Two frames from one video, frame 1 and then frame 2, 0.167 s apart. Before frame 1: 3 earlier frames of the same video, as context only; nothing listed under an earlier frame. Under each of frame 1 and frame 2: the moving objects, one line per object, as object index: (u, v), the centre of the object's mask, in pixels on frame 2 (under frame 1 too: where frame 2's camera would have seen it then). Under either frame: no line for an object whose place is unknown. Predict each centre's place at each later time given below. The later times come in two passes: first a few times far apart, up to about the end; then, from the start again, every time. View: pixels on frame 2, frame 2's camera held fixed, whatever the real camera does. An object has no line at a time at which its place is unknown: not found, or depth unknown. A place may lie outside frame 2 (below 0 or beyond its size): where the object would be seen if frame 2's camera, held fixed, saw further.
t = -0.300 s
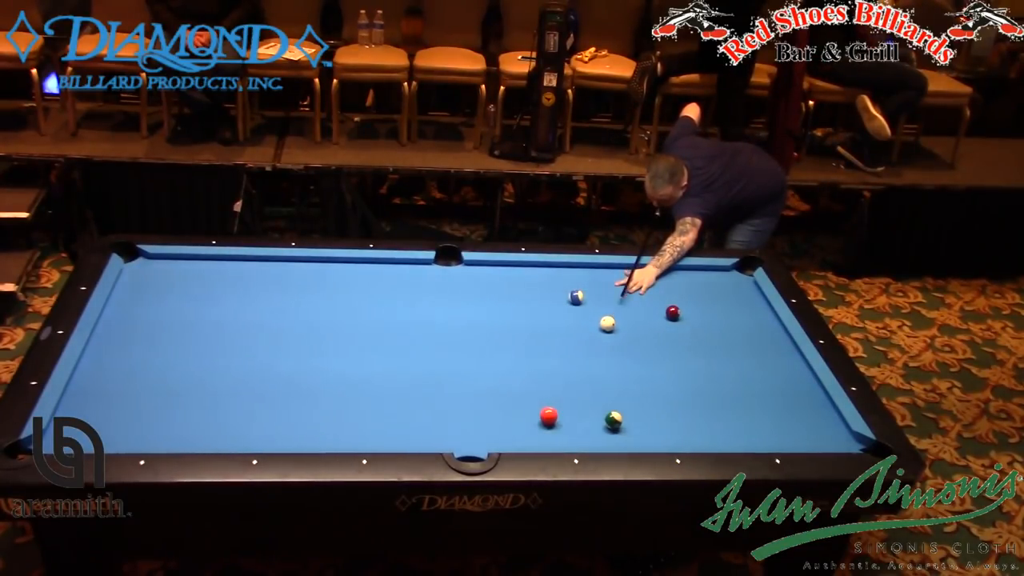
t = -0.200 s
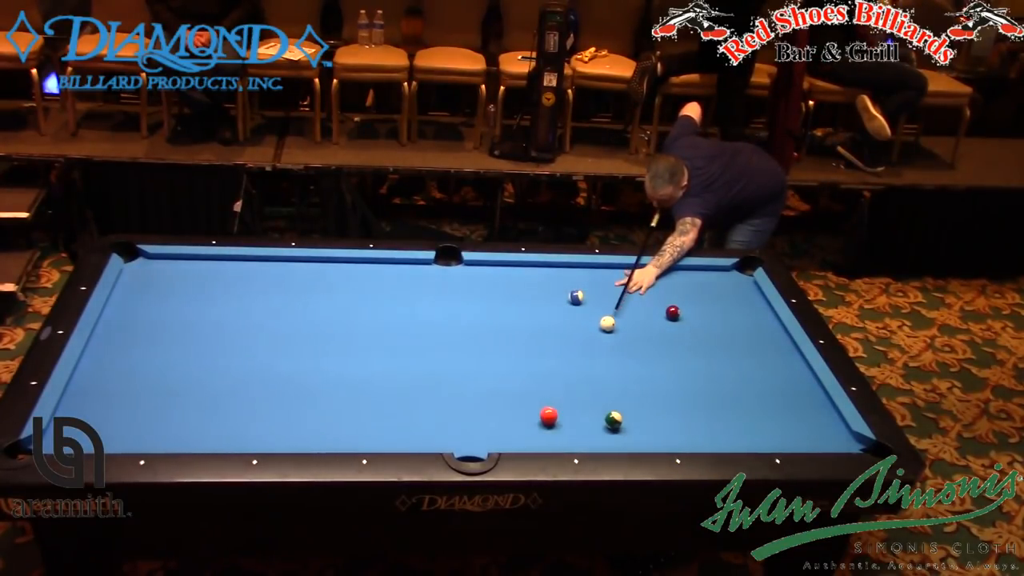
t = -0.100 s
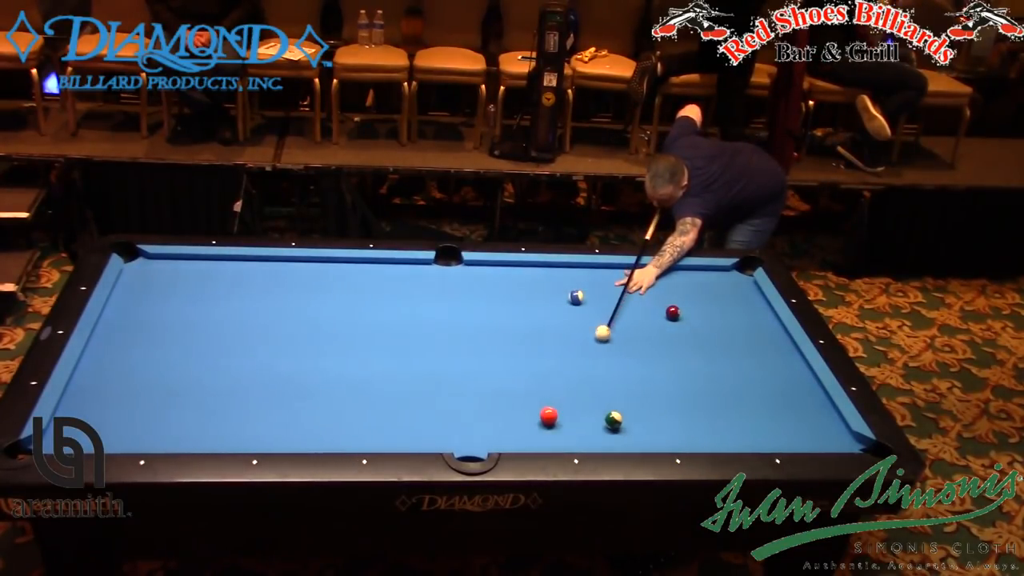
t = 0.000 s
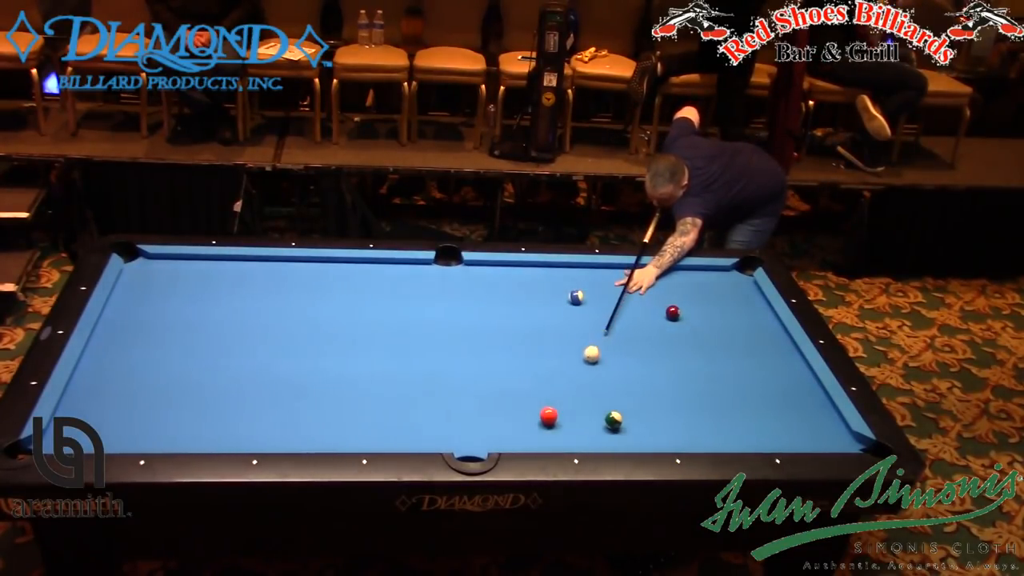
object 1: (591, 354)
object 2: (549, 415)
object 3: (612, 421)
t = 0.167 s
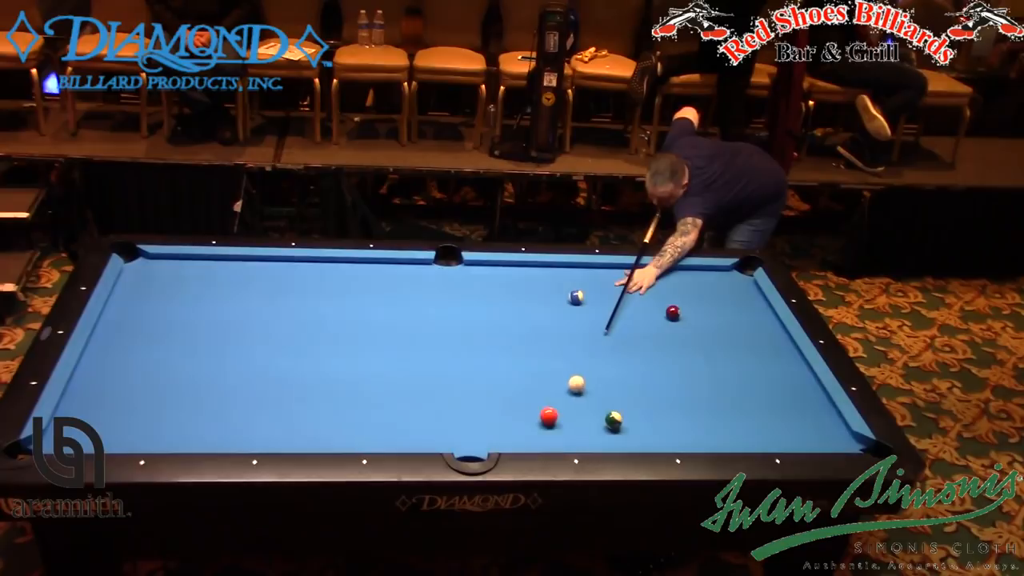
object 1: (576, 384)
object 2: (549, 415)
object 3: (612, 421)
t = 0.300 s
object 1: (566, 405)
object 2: (549, 415)
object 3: (612, 421)
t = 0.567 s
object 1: (580, 435)
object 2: (517, 426)
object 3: (612, 421)
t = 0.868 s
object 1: (594, 424)
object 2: (480, 438)
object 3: (612, 421)
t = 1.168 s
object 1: (593, 407)
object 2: (466, 446)
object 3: (621, 419)
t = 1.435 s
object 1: (592, 394)
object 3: (629, 419)
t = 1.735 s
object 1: (589, 381)
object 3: (634, 419)
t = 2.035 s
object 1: (588, 369)
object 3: (638, 418)
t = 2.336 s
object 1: (586, 359)
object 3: (639, 418)
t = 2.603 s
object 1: (585, 351)
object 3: (640, 418)
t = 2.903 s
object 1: (585, 343)
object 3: (640, 418)
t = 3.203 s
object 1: (584, 337)
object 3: (640, 418)
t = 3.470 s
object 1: (583, 332)
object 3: (640, 418)
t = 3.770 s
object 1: (582, 327)
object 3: (640, 418)
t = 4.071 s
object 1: (582, 323)
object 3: (640, 418)
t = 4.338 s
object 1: (582, 320)
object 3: (640, 418)
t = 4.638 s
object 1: (582, 318)
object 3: (640, 418)
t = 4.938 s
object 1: (581, 316)
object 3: (640, 418)
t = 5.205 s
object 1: (581, 315)
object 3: (640, 418)
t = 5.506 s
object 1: (581, 315)
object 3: (640, 418)
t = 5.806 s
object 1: (581, 315)
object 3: (640, 418)
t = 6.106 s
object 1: (581, 315)
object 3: (640, 418)
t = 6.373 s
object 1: (581, 315)
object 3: (640, 418)
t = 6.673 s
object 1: (581, 315)
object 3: (640, 418)
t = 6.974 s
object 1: (581, 315)
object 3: (640, 418)
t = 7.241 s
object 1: (581, 315)
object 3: (640, 418)
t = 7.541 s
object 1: (581, 315)
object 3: (640, 418)
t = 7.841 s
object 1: (581, 315)
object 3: (640, 418)
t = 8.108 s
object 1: (581, 315)
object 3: (640, 418)
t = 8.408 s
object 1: (581, 315)
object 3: (640, 418)
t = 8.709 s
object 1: (581, 315)
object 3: (640, 418)
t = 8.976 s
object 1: (581, 315)
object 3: (640, 418)
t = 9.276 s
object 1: (581, 315)
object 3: (640, 418)
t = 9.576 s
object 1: (581, 315)
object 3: (640, 418)
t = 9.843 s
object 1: (581, 315)
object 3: (640, 418)
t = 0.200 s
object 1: (573, 390)
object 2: (549, 415)
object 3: (612, 421)
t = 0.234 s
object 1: (571, 394)
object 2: (549, 415)
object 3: (612, 421)
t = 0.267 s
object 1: (569, 400)
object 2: (549, 415)
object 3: (612, 421)
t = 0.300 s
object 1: (566, 405)
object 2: (549, 415)
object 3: (612, 421)
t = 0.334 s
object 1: (564, 410)
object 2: (548, 416)
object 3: (612, 421)
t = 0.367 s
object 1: (565, 414)
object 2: (544, 417)
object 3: (612, 421)
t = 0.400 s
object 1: (568, 418)
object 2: (538, 419)
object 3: (612, 421)
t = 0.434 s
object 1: (571, 421)
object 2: (534, 420)
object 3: (612, 421)
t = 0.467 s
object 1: (573, 425)
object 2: (529, 422)
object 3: (612, 421)
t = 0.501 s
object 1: (575, 429)
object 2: (525, 423)
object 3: (612, 421)
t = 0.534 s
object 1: (577, 433)
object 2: (521, 424)
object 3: (612, 421)
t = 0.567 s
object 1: (580, 435)
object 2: (517, 426)
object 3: (612, 421)
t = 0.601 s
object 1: (582, 437)
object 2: (512, 427)
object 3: (612, 421)
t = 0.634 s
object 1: (584, 437)
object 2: (508, 429)
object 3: (612, 421)
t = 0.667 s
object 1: (585, 435)
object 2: (504, 430)
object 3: (612, 421)
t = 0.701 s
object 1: (587, 434)
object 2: (500, 431)
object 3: (612, 421)
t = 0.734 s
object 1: (588, 432)
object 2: (497, 432)
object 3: (612, 421)
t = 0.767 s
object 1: (590, 430)
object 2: (492, 434)
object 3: (612, 421)
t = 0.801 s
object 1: (591, 428)
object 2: (488, 435)
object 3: (612, 421)
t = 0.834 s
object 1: (593, 426)
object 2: (484, 436)
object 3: (612, 421)
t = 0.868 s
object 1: (594, 424)
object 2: (480, 438)
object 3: (612, 421)
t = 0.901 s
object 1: (596, 421)
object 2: (476, 440)
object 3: (612, 421)
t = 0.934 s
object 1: (596, 420)
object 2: (472, 441)
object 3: (613, 421)
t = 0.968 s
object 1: (596, 417)
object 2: (468, 443)
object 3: (614, 421)
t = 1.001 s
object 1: (595, 416)
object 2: (464, 444)
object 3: (615, 421)
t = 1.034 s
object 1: (595, 414)
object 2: (460, 445)
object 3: (617, 420)
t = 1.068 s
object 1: (595, 412)
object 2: (459, 445)
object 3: (618, 420)
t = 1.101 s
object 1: (594, 410)
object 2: (462, 446)
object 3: (619, 419)
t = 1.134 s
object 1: (594, 409)
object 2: (464, 446)
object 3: (620, 419)
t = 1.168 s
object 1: (593, 407)
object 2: (466, 446)
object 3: (621, 419)
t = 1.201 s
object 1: (593, 405)
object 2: (468, 447)
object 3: (622, 419)
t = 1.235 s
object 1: (593, 404)
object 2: (471, 448)
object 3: (623, 419)
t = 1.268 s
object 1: (592, 402)
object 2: (473, 448)
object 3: (624, 419)
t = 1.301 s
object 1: (592, 400)
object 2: (474, 450)
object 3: (625, 419)
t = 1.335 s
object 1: (592, 399)
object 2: (476, 454)
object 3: (626, 419)
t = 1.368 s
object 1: (592, 397)
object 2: (477, 458)
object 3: (627, 419)
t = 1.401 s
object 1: (592, 396)
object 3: (628, 419)
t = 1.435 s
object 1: (592, 394)
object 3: (629, 419)
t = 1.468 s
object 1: (591, 392)
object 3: (630, 419)
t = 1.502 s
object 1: (591, 391)
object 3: (630, 419)
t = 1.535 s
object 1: (590, 389)
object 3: (631, 419)
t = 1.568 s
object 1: (590, 388)
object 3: (632, 420)
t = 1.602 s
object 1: (590, 386)
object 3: (632, 420)
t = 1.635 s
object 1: (590, 385)
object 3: (633, 419)
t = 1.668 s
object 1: (590, 384)
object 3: (633, 419)
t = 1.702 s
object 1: (590, 382)
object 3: (634, 419)
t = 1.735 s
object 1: (589, 381)
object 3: (634, 419)
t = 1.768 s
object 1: (589, 379)
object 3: (635, 419)
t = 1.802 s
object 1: (589, 378)
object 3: (635, 419)
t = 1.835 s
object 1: (589, 377)
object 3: (635, 419)
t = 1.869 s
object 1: (588, 375)
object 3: (636, 419)
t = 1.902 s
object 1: (588, 374)
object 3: (636, 419)
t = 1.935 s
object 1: (588, 373)
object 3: (637, 419)
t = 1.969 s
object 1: (588, 372)
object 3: (637, 419)
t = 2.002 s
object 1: (588, 370)
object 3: (637, 419)
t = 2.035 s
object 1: (588, 369)
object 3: (638, 418)
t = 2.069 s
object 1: (588, 368)
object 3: (638, 419)
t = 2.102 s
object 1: (587, 367)
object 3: (638, 418)
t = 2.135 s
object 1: (587, 366)
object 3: (638, 418)
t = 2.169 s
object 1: (587, 365)
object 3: (639, 418)
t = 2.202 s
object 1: (587, 363)
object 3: (639, 418)
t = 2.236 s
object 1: (587, 362)
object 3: (639, 418)
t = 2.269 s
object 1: (587, 361)
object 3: (639, 418)
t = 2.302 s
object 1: (587, 360)
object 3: (639, 418)
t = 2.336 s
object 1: (586, 359)
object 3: (639, 418)
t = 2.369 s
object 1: (586, 358)
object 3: (640, 417)
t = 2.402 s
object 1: (586, 357)
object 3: (640, 417)
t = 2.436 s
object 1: (586, 356)
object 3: (640, 417)
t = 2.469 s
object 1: (586, 355)
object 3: (640, 417)
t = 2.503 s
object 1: (586, 354)
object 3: (640, 417)
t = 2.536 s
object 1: (586, 353)
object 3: (640, 417)
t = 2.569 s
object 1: (585, 352)
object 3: (640, 417)
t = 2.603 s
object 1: (585, 351)
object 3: (640, 418)
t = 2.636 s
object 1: (585, 350)
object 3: (640, 417)
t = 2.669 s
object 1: (585, 349)
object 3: (640, 417)
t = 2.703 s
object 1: (585, 349)
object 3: (640, 418)
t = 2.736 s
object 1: (585, 348)
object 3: (640, 418)
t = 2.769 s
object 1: (585, 347)
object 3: (640, 418)
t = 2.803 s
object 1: (585, 346)
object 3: (640, 418)
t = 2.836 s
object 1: (585, 345)
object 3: (640, 418)
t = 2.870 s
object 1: (585, 344)
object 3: (640, 418)
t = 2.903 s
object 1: (585, 343)
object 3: (640, 418)
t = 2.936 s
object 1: (585, 343)
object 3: (640, 418)
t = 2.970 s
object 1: (585, 342)
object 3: (640, 418)
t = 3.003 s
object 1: (584, 341)
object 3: (640, 418)
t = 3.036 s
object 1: (584, 340)
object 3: (640, 418)
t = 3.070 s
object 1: (584, 339)
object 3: (640, 418)
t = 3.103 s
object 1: (584, 339)
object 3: (640, 418)
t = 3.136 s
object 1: (584, 338)
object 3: (640, 418)
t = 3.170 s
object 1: (584, 337)
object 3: (640, 418)
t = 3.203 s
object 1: (584, 337)
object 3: (640, 418)
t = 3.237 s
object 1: (584, 336)
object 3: (640, 418)
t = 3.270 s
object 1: (584, 336)
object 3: (640, 418)
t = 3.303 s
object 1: (584, 335)
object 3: (640, 418)
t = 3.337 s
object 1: (583, 334)
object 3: (640, 418)
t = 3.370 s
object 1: (583, 334)
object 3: (640, 418)
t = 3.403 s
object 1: (583, 333)
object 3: (640, 418)
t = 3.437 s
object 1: (583, 332)
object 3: (640, 418)
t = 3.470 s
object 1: (583, 332)
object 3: (640, 418)
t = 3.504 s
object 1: (583, 331)
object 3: (640, 418)
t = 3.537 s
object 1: (583, 330)
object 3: (640, 418)
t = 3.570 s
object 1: (583, 330)
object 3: (640, 418)
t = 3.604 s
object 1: (583, 329)
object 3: (640, 418)
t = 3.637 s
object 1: (583, 329)
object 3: (640, 418)
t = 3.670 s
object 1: (583, 328)
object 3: (640, 417)
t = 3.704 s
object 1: (583, 328)
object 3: (640, 418)
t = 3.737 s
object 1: (583, 327)
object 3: (640, 418)
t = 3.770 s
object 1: (582, 327)
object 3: (640, 418)
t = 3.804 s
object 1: (582, 326)
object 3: (640, 417)
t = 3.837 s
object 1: (582, 326)
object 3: (640, 418)
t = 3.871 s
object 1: (582, 325)
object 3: (640, 418)
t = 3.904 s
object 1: (582, 325)
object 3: (640, 418)
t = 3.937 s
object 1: (582, 324)
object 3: (640, 418)
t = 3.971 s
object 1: (582, 324)
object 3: (640, 418)
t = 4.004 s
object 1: (582, 323)
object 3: (640, 418)
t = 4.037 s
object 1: (582, 323)
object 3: (640, 418)
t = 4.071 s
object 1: (582, 323)
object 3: (640, 418)
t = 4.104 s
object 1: (582, 322)
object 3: (640, 418)
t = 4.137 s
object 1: (582, 322)
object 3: (640, 418)
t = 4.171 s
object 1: (582, 322)
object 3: (640, 418)
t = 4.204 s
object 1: (582, 321)
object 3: (640, 418)
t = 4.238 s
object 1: (582, 321)
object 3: (640, 418)
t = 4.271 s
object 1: (582, 321)
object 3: (640, 418)
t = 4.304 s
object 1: (582, 320)
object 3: (640, 418)
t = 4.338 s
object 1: (582, 320)
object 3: (640, 418)
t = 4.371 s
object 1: (582, 320)
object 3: (640, 418)
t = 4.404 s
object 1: (582, 319)
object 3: (640, 418)
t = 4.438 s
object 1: (582, 319)
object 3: (640, 418)
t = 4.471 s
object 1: (582, 319)
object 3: (640, 418)
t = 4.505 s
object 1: (582, 319)
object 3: (640, 418)
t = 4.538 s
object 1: (582, 318)
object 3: (640, 418)
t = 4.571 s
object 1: (582, 318)
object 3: (640, 418)
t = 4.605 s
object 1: (582, 318)
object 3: (640, 418)
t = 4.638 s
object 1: (582, 318)
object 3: (640, 418)
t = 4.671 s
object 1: (582, 317)
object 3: (640, 418)
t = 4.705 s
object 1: (581, 317)
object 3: (640, 418)
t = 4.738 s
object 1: (581, 317)
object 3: (640, 418)
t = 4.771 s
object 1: (581, 317)
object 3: (640, 418)
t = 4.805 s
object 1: (581, 317)
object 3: (640, 418)
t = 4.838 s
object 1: (581, 317)
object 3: (640, 418)
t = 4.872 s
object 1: (581, 316)
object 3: (640, 418)
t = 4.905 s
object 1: (581, 316)
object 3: (640, 418)
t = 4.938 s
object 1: (581, 316)
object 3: (640, 418)
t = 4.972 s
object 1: (581, 316)
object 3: (640, 418)
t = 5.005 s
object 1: (581, 316)
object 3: (640, 418)
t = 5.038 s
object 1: (581, 316)
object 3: (640, 418)
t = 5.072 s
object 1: (581, 316)
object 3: (640, 418)
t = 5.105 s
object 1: (581, 316)
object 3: (640, 418)
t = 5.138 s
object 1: (581, 316)
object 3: (640, 418)
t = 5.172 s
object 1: (581, 316)
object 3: (640, 418)
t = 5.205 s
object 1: (581, 315)
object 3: (640, 418)
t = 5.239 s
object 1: (581, 315)
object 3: (640, 418)
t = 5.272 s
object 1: (581, 315)
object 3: (640, 418)
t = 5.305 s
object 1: (581, 315)
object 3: (640, 418)
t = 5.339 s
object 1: (581, 315)
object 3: (640, 418)
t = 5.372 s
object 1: (581, 315)
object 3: (640, 418)
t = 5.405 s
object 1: (581, 315)
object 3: (640, 418)
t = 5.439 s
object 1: (581, 315)
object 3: (640, 418)
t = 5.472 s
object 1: (581, 315)
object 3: (640, 418)
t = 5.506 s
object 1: (581, 315)
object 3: (640, 418)
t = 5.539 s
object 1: (581, 315)
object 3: (640, 418)
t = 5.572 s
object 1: (581, 315)
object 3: (640, 418)
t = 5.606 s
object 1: (581, 315)
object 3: (640, 418)
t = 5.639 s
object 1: (581, 315)
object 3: (640, 418)
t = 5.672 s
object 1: (581, 315)
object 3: (640, 418)
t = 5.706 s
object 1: (581, 315)
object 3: (640, 418)
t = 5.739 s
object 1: (581, 315)
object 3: (640, 418)
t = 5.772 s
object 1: (581, 315)
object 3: (640, 418)
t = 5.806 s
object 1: (581, 315)
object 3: (640, 418)
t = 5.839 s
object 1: (581, 315)
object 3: (640, 418)
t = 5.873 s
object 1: (581, 315)
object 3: (640, 418)
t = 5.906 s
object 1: (581, 315)
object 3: (640, 418)
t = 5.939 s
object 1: (581, 315)
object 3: (640, 418)
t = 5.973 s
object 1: (581, 315)
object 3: (640, 418)
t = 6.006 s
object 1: (581, 315)
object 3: (640, 418)
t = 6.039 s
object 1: (581, 315)
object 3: (640, 418)
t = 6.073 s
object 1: (581, 315)
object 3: (640, 418)
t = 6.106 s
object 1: (581, 315)
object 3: (640, 418)
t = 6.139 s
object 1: (581, 315)
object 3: (640, 418)
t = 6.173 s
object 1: (581, 315)
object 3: (640, 418)
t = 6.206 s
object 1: (581, 315)
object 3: (640, 418)
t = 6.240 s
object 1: (581, 315)
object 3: (640, 418)
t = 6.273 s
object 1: (581, 315)
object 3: (640, 418)
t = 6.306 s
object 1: (581, 315)
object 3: (640, 418)
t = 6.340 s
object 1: (581, 315)
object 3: (640, 418)
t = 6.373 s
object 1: (581, 315)
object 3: (640, 418)
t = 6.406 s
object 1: (581, 315)
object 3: (640, 418)
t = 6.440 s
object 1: (581, 315)
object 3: (640, 418)
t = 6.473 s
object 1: (581, 315)
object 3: (640, 418)
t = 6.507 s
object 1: (581, 315)
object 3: (640, 418)
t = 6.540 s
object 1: (581, 315)
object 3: (640, 418)
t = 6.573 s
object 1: (581, 315)
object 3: (640, 418)
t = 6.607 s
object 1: (581, 315)
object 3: (640, 418)
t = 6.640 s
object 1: (581, 315)
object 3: (640, 418)
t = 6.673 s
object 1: (581, 315)
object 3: (640, 418)
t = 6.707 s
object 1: (581, 315)
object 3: (640, 418)
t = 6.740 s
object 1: (581, 315)
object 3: (640, 418)
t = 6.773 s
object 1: (581, 315)
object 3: (640, 418)
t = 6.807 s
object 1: (581, 315)
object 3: (640, 418)
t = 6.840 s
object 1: (581, 315)
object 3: (640, 418)
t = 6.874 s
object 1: (581, 315)
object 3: (640, 418)
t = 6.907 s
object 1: (581, 315)
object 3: (640, 418)
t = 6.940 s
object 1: (581, 315)
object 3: (639, 418)
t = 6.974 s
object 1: (581, 315)
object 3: (640, 418)
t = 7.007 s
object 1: (581, 315)
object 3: (639, 418)
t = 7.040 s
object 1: (581, 315)
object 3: (640, 418)
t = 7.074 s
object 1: (581, 315)
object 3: (640, 418)
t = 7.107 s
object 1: (581, 315)
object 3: (640, 418)
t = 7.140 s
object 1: (581, 315)
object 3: (640, 418)
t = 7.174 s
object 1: (581, 315)
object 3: (640, 418)
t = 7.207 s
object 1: (581, 315)
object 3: (640, 418)
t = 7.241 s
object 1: (581, 315)
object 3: (640, 418)
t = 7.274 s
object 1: (581, 315)
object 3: (640, 418)
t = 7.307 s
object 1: (581, 315)
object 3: (640, 418)
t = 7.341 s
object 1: (581, 315)
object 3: (640, 418)
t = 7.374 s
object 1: (581, 315)
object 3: (640, 418)
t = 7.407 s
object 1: (581, 315)
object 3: (640, 418)
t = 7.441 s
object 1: (581, 315)
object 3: (640, 418)
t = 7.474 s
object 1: (581, 315)
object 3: (639, 418)
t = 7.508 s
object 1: (581, 315)
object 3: (640, 418)
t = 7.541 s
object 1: (581, 315)
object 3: (640, 418)
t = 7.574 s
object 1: (581, 315)
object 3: (640, 418)
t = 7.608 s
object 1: (581, 315)
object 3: (640, 418)
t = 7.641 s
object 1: (581, 315)
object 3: (640, 418)
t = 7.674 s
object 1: (581, 315)
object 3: (640, 418)
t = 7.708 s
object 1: (581, 315)
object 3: (640, 418)
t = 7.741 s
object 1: (581, 315)
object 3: (640, 418)
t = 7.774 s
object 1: (581, 315)
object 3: (640, 418)
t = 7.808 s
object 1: (581, 315)
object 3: (640, 418)
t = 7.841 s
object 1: (581, 315)
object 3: (640, 418)
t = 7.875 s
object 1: (581, 315)
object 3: (639, 418)
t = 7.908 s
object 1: (581, 315)
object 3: (640, 418)
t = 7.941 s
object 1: (581, 315)
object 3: (640, 418)
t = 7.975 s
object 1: (581, 315)
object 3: (639, 418)
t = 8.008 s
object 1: (581, 315)
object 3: (640, 418)
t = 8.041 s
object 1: (581, 315)
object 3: (640, 418)
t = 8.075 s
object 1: (581, 315)
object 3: (640, 418)
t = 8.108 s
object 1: (581, 315)
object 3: (640, 418)
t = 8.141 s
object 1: (581, 315)
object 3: (639, 418)
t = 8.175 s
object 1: (581, 315)
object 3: (640, 418)
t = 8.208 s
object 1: (581, 315)
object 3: (639, 418)
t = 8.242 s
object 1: (581, 315)
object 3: (640, 418)
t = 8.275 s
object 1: (581, 315)
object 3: (640, 418)
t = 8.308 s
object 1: (581, 315)
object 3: (640, 418)
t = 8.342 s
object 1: (581, 315)
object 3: (640, 418)
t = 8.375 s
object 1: (581, 315)
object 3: (640, 418)
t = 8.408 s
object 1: (581, 315)
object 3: (640, 418)
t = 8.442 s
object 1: (581, 315)
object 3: (640, 418)
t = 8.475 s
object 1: (581, 315)
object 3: (640, 418)
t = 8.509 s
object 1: (581, 315)
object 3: (640, 418)
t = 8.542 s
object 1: (581, 315)
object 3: (640, 418)
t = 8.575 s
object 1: (581, 315)
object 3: (640, 418)
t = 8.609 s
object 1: (581, 315)
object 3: (640, 418)
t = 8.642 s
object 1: (581, 315)
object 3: (640, 418)
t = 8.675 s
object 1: (581, 315)
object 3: (640, 418)
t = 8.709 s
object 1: (581, 315)
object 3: (640, 418)
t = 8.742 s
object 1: (581, 315)
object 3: (640, 418)
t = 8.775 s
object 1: (581, 315)
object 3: (640, 418)
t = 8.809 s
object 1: (581, 315)
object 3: (640, 418)
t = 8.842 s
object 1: (581, 315)
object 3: (640, 418)
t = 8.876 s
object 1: (581, 315)
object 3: (640, 418)
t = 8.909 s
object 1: (581, 315)
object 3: (640, 418)
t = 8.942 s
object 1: (581, 315)
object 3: (640, 418)
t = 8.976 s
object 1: (581, 315)
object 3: (640, 418)
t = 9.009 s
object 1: (581, 315)
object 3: (640, 418)
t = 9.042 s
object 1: (581, 315)
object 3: (640, 418)
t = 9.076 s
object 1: (581, 315)
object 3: (640, 418)
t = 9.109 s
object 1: (581, 315)
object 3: (640, 418)
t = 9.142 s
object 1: (581, 315)
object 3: (640, 418)
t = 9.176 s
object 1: (581, 315)
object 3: (640, 418)
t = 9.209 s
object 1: (581, 315)
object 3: (640, 418)
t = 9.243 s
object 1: (581, 315)
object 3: (640, 418)
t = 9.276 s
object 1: (581, 315)
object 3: (640, 418)
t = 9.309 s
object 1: (581, 315)
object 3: (640, 418)
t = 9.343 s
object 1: (581, 315)
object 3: (640, 418)
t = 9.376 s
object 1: (581, 315)
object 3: (640, 418)
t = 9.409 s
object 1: (581, 315)
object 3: (640, 418)
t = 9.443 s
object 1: (581, 315)
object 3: (640, 418)
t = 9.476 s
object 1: (581, 315)
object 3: (640, 418)
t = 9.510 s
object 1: (581, 315)
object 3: (640, 418)
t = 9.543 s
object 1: (581, 315)
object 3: (640, 418)
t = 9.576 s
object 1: (581, 315)
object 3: (640, 418)
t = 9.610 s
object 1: (581, 315)
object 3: (640, 418)
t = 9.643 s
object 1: (581, 315)
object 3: (640, 418)
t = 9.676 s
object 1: (581, 315)
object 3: (640, 418)
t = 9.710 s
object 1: (581, 315)
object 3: (640, 418)
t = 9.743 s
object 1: (581, 315)
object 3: (640, 418)
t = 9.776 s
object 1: (581, 315)
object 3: (640, 418)
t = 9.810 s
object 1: (581, 315)
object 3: (640, 418)
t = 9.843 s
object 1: (581, 315)
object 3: (640, 418)
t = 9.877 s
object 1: (581, 315)
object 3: (640, 418)
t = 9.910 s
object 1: (581, 315)
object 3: (640, 418)
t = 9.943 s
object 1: (581, 315)
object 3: (640, 418)
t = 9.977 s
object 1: (581, 315)
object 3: (640, 418)
